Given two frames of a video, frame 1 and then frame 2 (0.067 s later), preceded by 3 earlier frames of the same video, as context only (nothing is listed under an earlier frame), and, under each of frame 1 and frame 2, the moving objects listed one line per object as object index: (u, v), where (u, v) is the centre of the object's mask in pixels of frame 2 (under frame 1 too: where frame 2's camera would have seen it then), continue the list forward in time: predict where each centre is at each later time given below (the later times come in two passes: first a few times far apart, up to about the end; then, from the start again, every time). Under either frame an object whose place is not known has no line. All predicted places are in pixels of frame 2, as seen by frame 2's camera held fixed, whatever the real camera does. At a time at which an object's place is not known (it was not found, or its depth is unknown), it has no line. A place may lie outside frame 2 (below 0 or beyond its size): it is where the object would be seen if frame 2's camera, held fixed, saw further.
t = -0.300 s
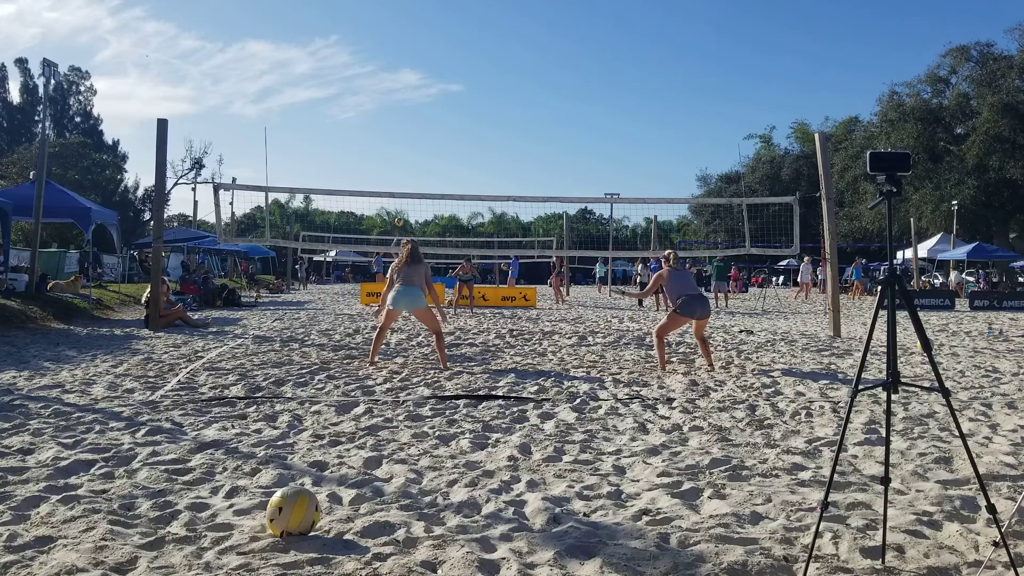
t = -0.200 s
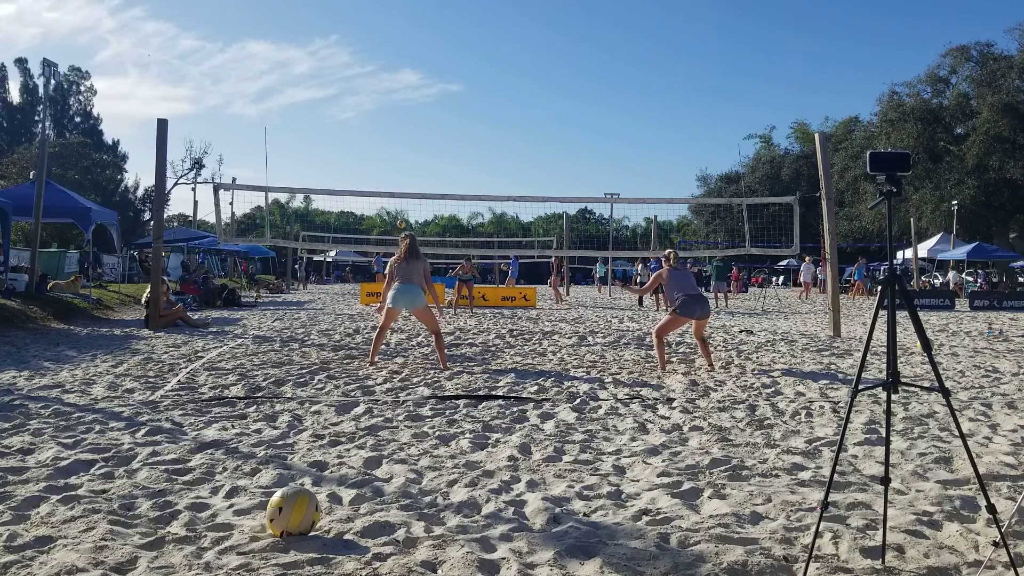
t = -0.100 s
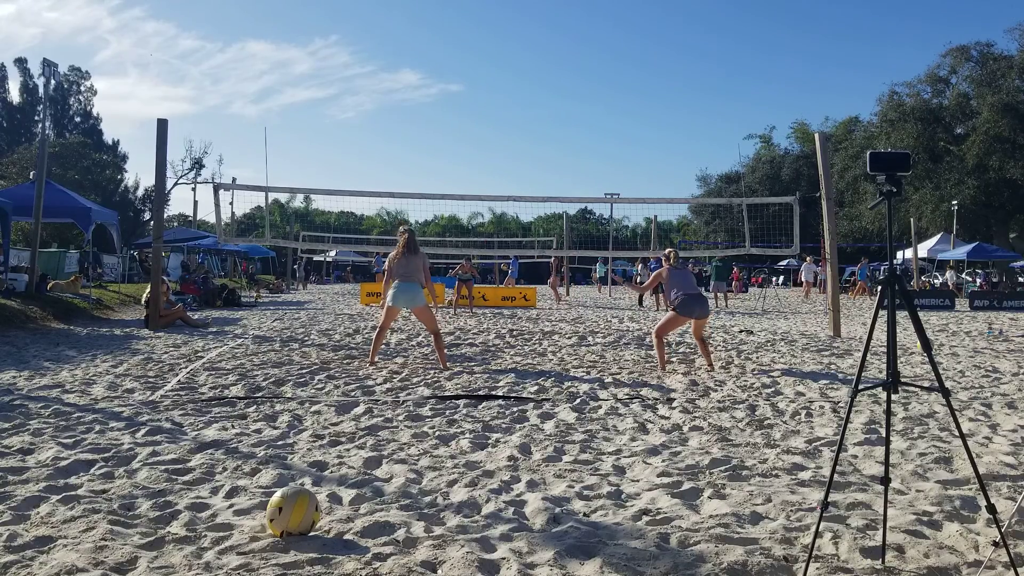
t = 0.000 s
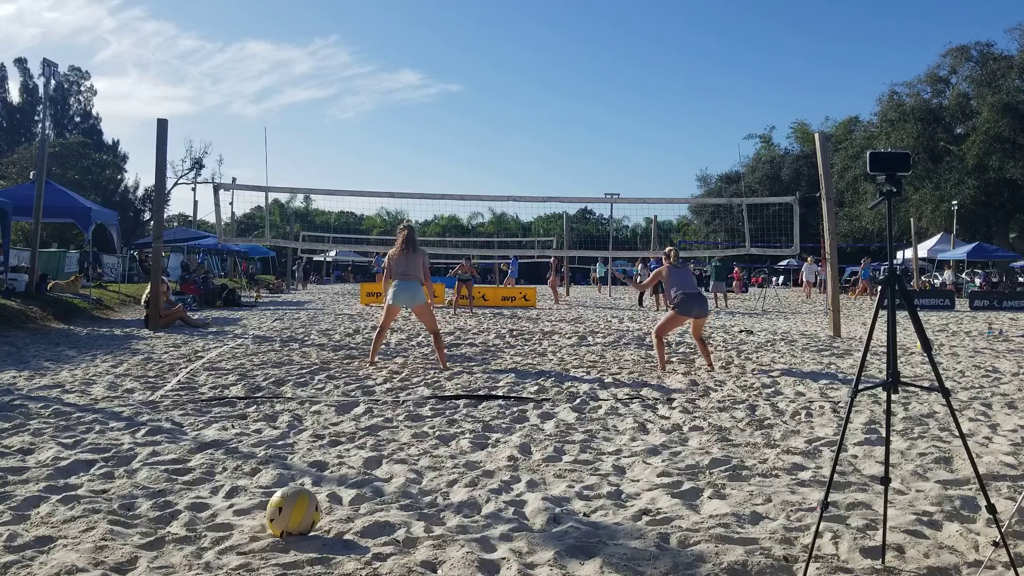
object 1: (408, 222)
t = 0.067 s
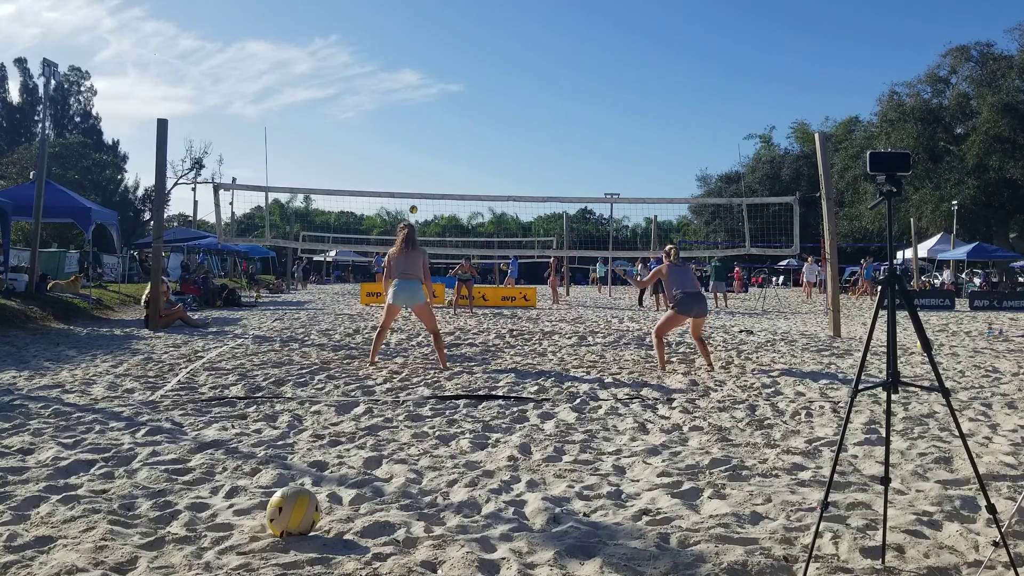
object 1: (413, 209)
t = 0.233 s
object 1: (427, 178)
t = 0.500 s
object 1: (458, 144)
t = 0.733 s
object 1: (493, 145)
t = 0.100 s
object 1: (416, 203)
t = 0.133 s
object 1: (417, 199)
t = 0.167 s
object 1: (421, 189)
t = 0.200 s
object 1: (424, 184)
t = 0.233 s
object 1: (427, 178)
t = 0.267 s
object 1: (430, 172)
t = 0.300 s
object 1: (433, 167)
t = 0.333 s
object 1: (437, 162)
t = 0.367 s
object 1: (441, 157)
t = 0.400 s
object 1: (445, 153)
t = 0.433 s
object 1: (449, 150)
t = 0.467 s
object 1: (453, 147)
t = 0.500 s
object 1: (458, 144)
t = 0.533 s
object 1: (462, 142)
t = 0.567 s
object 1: (467, 141)
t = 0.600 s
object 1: (472, 140)
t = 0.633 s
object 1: (477, 141)
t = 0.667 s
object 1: (482, 141)
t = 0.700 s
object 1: (488, 143)
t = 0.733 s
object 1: (493, 145)
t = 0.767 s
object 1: (500, 149)
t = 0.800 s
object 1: (506, 153)
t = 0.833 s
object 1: (513, 158)
